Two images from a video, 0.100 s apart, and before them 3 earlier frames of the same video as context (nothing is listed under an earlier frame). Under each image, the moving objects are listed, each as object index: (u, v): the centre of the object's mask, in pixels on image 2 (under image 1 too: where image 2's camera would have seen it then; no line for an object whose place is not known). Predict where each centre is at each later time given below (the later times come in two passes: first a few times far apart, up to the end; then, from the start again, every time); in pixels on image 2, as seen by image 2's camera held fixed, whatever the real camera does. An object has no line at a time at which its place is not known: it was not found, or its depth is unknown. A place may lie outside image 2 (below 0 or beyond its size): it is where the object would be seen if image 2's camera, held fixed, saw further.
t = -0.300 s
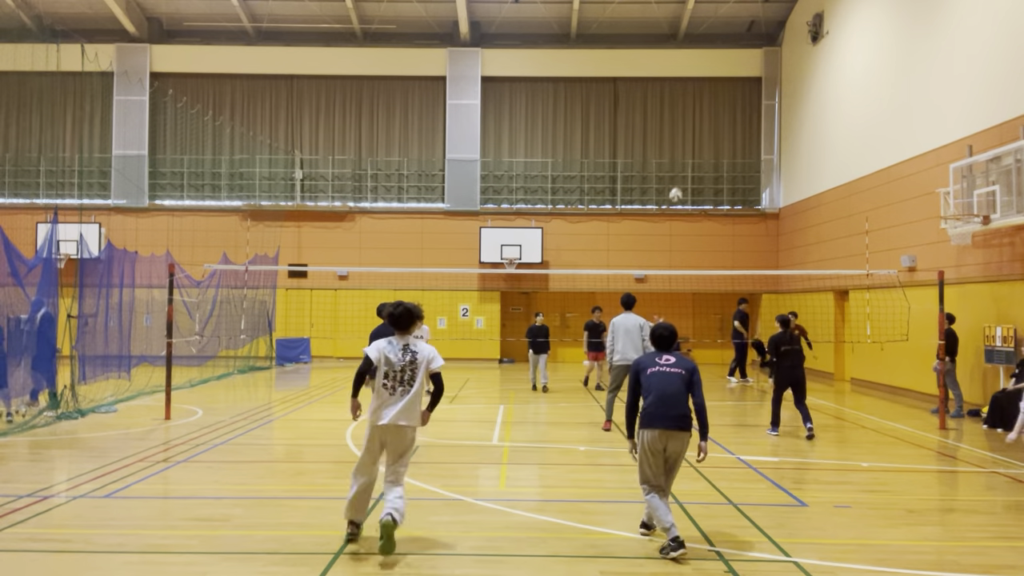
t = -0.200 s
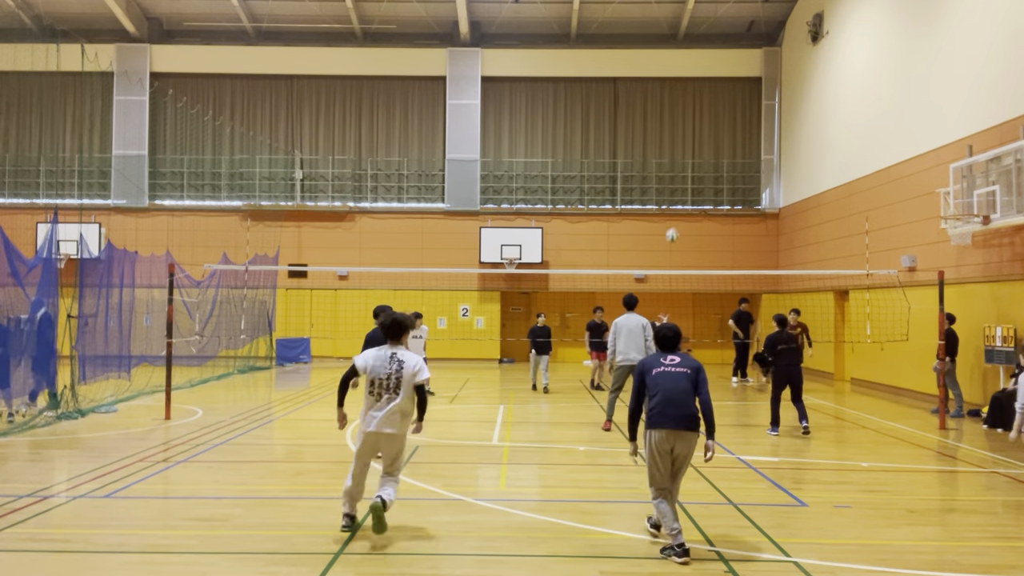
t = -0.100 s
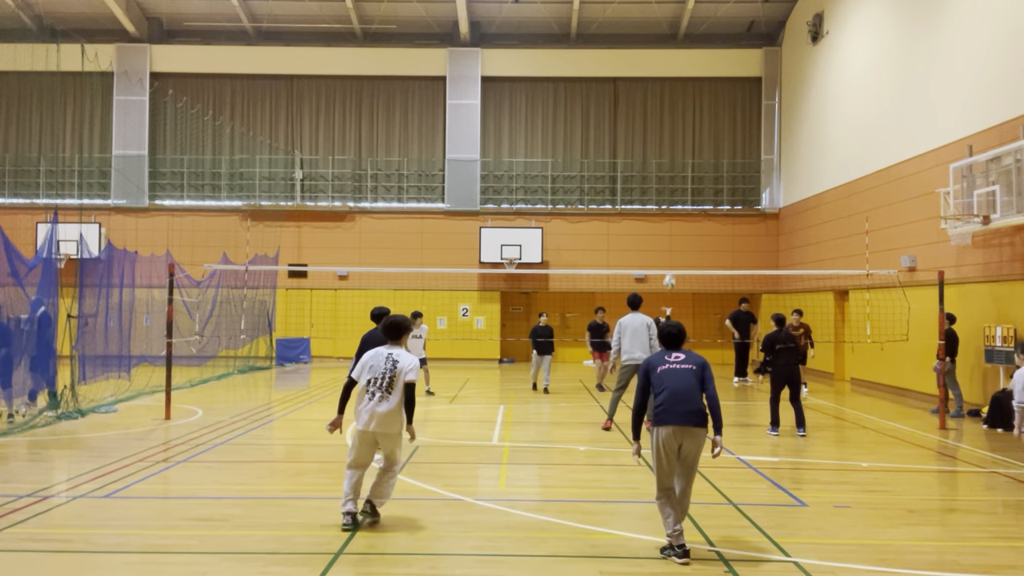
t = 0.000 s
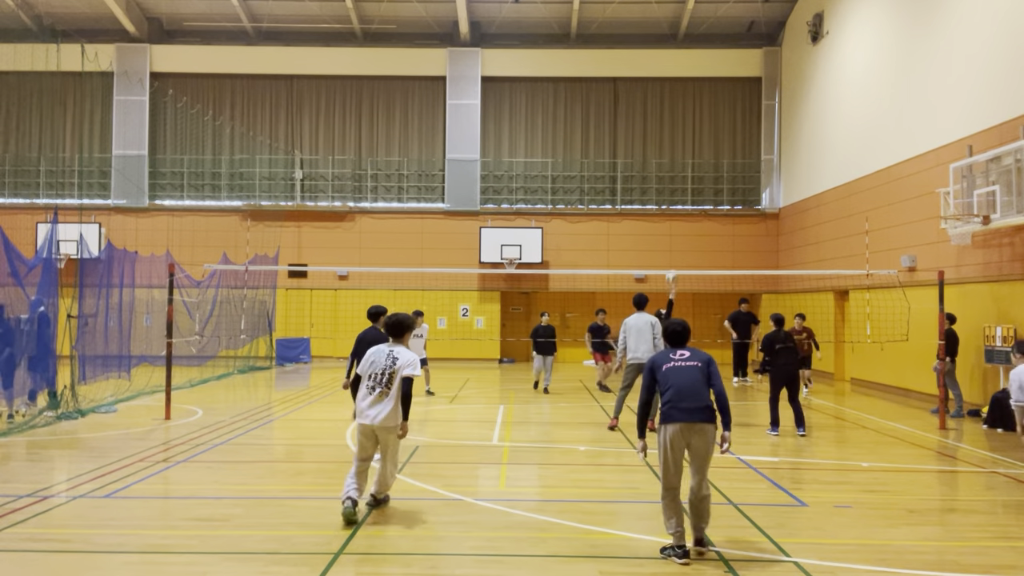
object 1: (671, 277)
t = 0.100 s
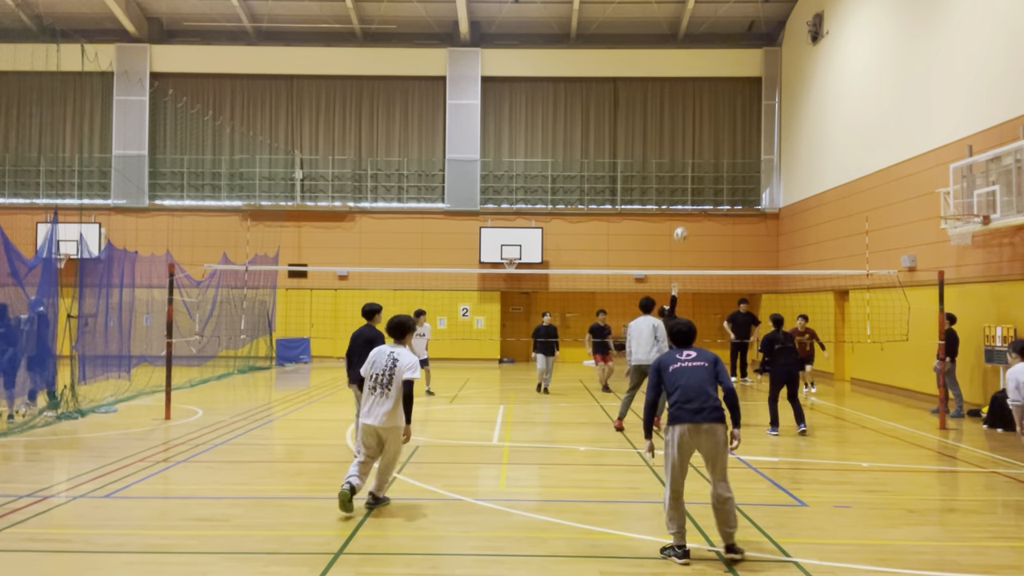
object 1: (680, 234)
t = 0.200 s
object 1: (689, 198)
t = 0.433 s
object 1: (709, 139)
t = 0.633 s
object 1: (725, 116)
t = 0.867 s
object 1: (743, 119)
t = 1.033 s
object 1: (755, 140)
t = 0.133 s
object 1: (683, 221)
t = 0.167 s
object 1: (685, 209)
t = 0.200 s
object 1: (689, 198)
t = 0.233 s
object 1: (692, 187)
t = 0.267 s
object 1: (695, 178)
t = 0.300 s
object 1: (697, 168)
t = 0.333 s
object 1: (700, 160)
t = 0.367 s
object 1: (703, 153)
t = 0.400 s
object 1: (706, 146)
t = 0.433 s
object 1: (709, 139)
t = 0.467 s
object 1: (711, 133)
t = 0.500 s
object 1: (714, 129)
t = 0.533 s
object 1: (717, 125)
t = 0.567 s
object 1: (720, 121)
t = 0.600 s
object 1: (722, 118)
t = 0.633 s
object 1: (725, 116)
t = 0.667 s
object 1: (727, 115)
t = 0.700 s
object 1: (730, 114)
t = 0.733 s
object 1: (733, 114)
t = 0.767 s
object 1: (735, 114)
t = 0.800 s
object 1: (738, 115)
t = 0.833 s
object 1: (740, 117)
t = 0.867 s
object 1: (743, 119)
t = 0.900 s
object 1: (745, 122)
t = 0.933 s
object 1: (747, 126)
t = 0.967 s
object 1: (750, 130)
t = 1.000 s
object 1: (753, 135)
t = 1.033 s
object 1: (755, 140)
